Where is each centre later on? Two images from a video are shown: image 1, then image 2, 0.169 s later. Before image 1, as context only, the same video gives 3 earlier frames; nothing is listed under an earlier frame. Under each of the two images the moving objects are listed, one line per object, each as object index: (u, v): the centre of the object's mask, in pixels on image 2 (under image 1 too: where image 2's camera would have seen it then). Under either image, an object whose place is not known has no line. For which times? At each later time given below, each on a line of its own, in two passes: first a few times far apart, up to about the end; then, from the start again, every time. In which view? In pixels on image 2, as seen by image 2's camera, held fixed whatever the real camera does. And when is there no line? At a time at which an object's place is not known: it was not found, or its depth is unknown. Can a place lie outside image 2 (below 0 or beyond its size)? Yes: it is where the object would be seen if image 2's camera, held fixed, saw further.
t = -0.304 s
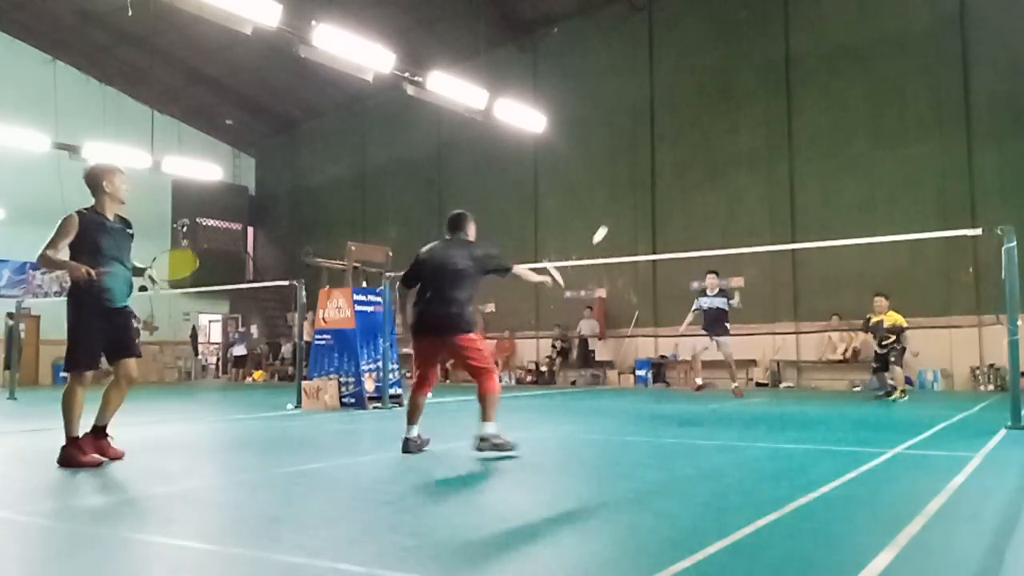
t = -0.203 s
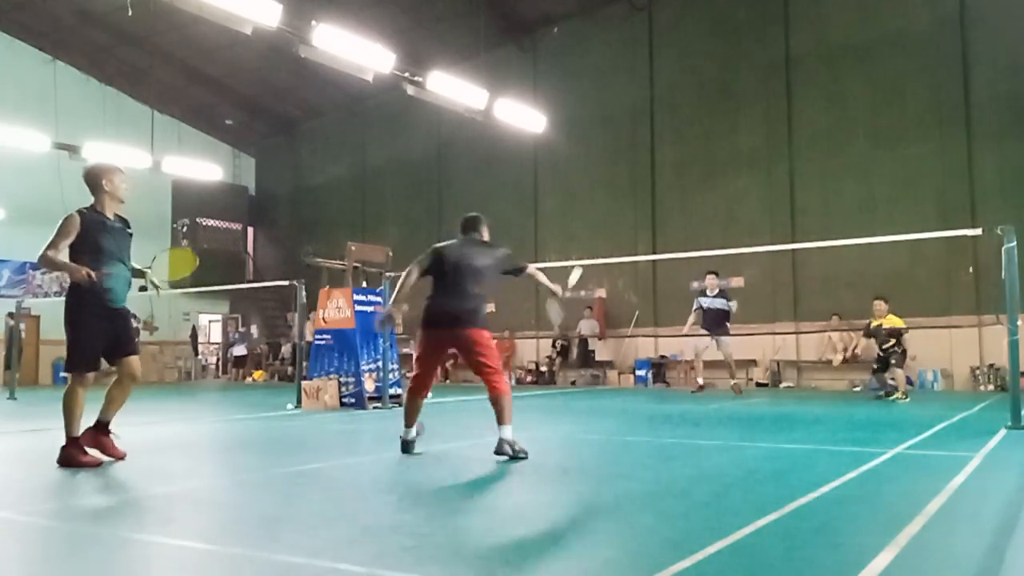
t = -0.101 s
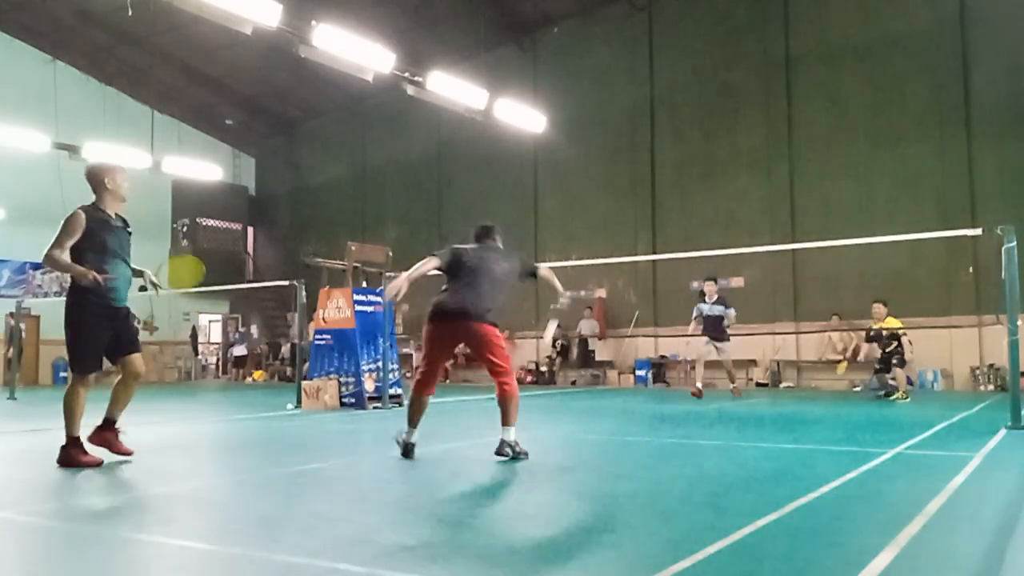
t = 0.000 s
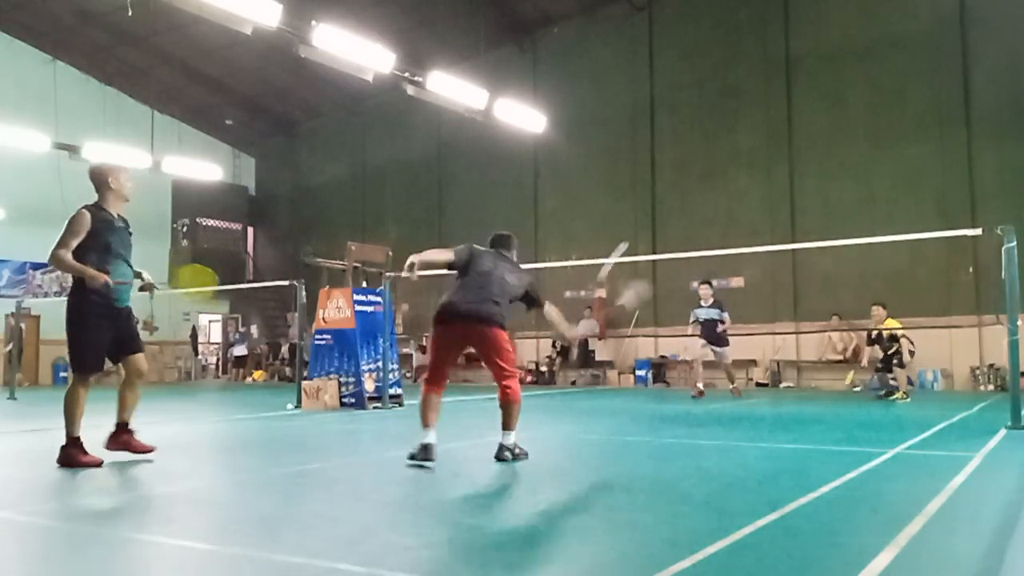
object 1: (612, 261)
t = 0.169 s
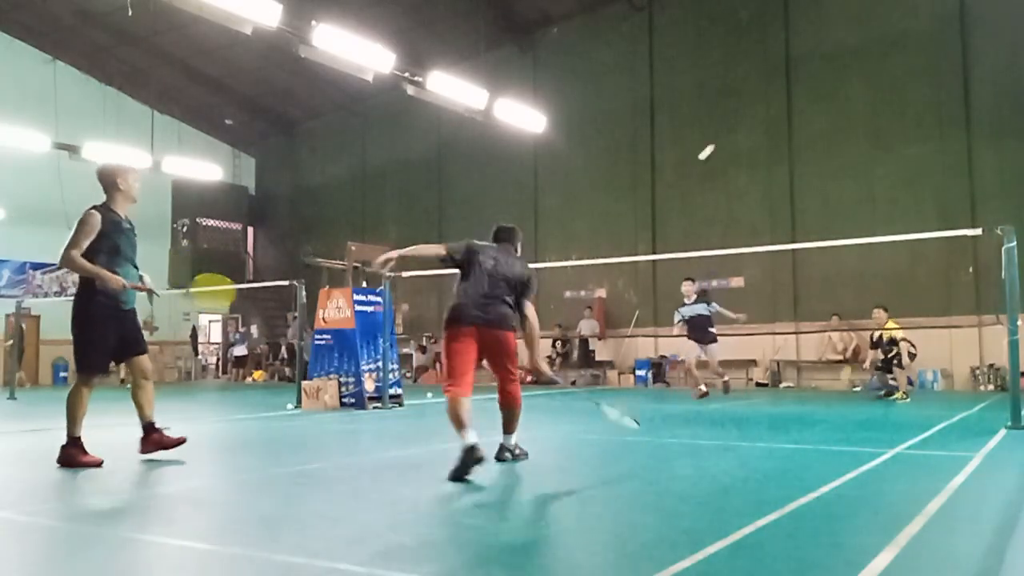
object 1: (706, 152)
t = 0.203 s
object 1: (717, 141)
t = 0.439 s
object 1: (772, 114)
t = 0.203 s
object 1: (717, 141)
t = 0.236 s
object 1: (727, 133)
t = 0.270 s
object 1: (736, 126)
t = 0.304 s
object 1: (745, 121)
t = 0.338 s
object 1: (752, 118)
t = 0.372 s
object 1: (759, 115)
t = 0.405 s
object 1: (766, 114)
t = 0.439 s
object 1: (772, 114)
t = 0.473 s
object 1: (778, 115)
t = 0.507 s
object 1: (784, 117)
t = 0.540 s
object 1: (789, 119)
